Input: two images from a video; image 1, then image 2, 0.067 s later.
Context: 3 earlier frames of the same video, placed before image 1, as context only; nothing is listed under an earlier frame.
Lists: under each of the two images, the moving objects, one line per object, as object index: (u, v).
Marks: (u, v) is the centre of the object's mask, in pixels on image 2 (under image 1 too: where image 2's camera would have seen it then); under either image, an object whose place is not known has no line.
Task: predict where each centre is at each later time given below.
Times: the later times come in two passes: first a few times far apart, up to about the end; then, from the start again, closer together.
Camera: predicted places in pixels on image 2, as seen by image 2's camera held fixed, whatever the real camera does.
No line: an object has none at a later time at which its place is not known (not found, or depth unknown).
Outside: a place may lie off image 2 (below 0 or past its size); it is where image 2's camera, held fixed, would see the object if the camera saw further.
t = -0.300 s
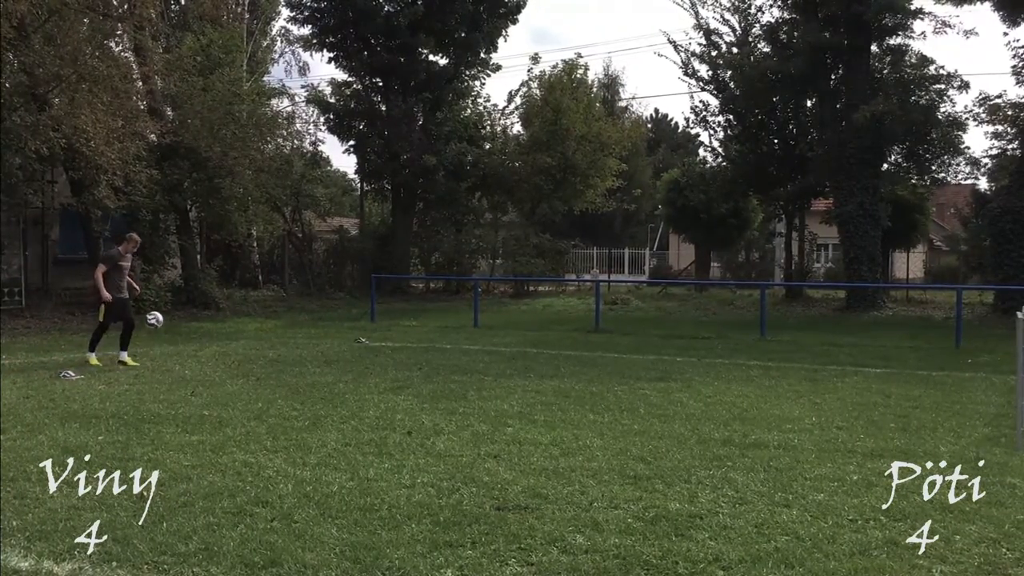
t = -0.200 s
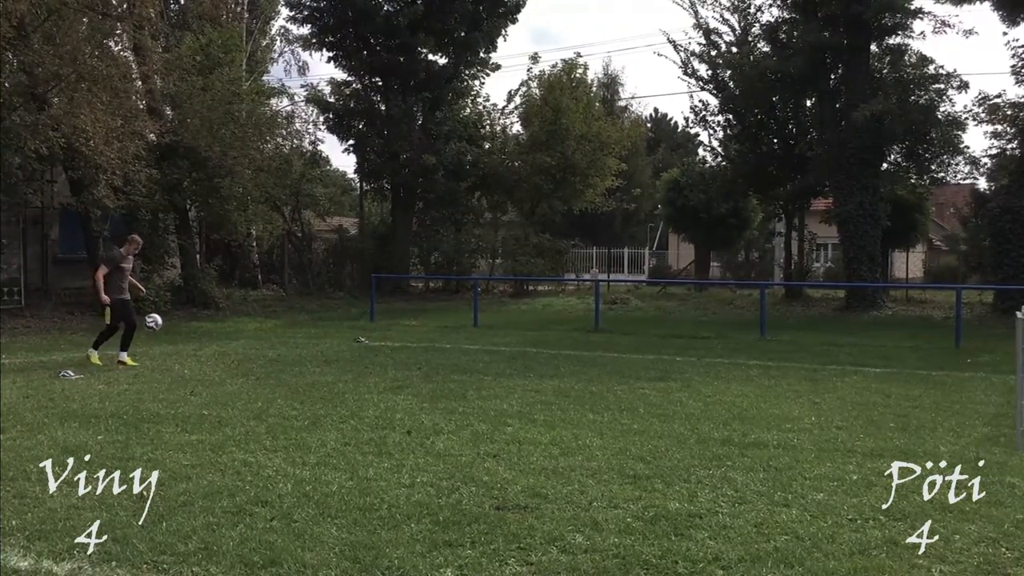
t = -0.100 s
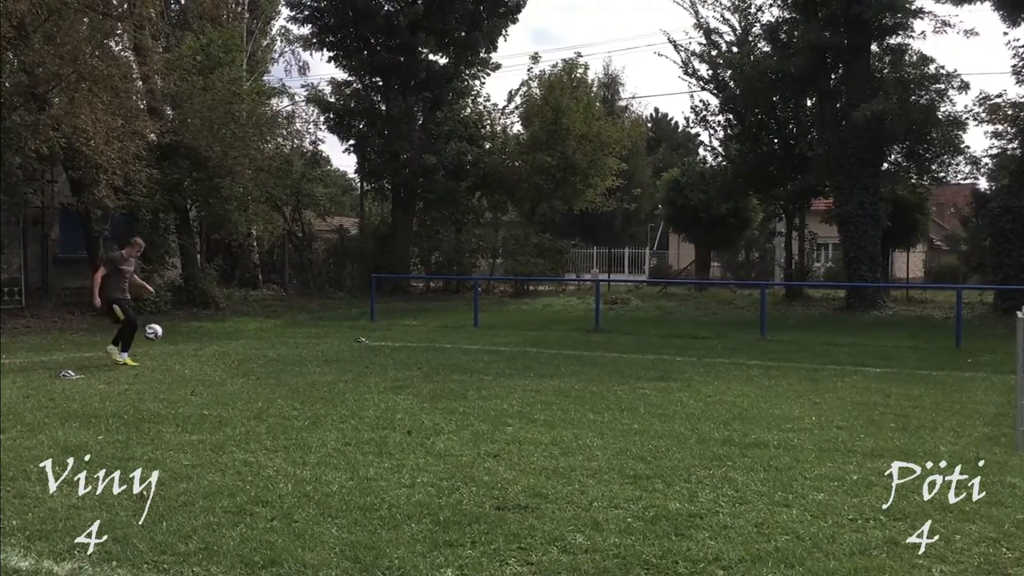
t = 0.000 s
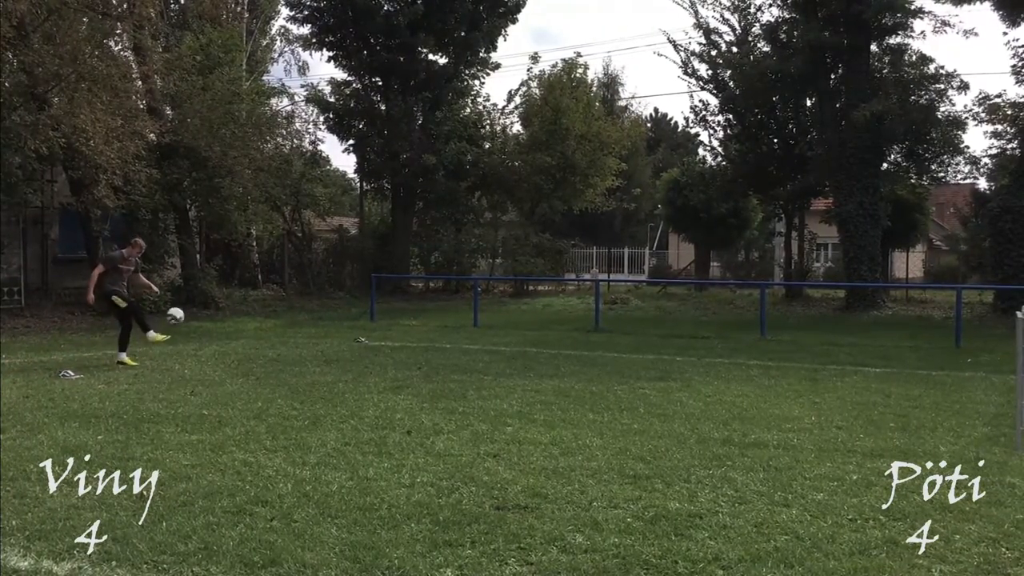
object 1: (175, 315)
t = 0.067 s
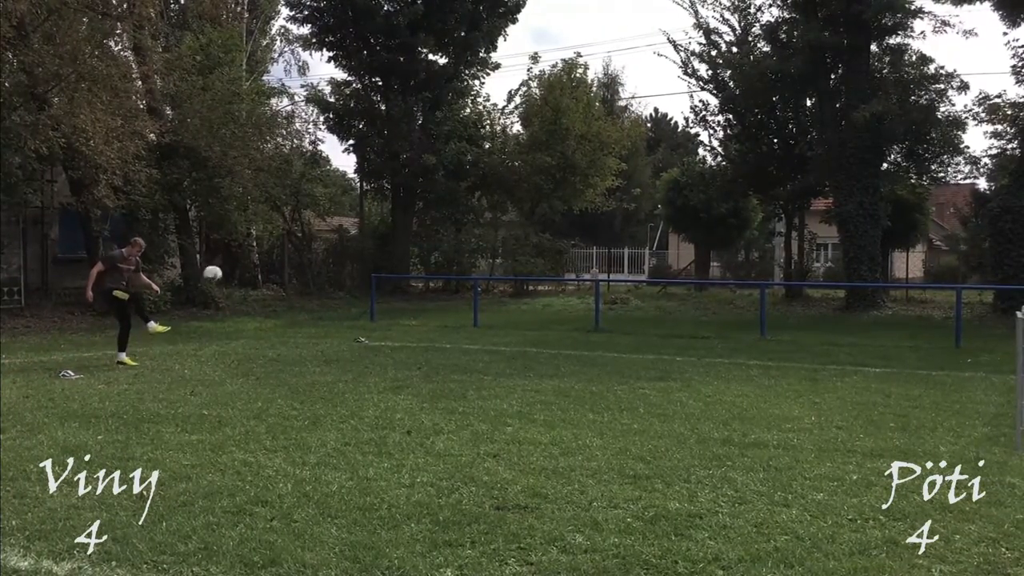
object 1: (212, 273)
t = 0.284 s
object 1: (341, 151)
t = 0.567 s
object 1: (533, 29)
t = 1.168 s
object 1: (1098, -30)
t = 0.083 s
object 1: (222, 264)
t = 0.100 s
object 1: (231, 254)
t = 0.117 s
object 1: (241, 243)
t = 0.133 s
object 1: (251, 235)
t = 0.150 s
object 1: (261, 223)
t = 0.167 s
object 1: (271, 212)
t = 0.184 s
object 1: (281, 203)
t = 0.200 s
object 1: (290, 194)
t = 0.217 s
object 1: (301, 186)
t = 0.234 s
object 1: (311, 176)
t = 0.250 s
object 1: (321, 167)
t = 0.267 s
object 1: (331, 159)
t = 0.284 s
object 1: (341, 151)
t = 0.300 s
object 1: (351, 143)
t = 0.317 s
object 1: (362, 134)
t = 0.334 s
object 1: (373, 125)
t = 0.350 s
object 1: (384, 118)
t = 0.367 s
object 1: (394, 109)
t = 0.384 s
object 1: (406, 101)
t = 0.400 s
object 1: (417, 94)
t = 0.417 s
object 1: (428, 87)
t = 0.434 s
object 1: (439, 80)
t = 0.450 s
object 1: (451, 71)
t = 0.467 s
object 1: (461, 65)
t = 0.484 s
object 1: (473, 58)
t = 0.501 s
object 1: (485, 53)
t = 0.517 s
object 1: (496, 46)
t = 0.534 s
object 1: (508, 41)
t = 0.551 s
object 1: (520, 35)
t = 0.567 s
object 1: (533, 29)
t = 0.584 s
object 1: (545, 24)
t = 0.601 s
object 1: (558, 18)
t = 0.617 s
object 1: (570, 13)
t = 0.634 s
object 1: (583, 9)
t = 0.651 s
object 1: (596, 7)
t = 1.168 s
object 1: (1098, -30)
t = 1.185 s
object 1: (1117, -30)
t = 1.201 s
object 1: (1140, -28)
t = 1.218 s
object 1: (1162, -23)
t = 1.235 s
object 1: (1184, -18)
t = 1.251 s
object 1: (1207, -11)
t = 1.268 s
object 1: (1230, -7)
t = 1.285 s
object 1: (1255, 0)
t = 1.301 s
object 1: (1279, 6)
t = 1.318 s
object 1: (1303, 14)
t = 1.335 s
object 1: (1331, 22)
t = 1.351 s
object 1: (1358, 27)
